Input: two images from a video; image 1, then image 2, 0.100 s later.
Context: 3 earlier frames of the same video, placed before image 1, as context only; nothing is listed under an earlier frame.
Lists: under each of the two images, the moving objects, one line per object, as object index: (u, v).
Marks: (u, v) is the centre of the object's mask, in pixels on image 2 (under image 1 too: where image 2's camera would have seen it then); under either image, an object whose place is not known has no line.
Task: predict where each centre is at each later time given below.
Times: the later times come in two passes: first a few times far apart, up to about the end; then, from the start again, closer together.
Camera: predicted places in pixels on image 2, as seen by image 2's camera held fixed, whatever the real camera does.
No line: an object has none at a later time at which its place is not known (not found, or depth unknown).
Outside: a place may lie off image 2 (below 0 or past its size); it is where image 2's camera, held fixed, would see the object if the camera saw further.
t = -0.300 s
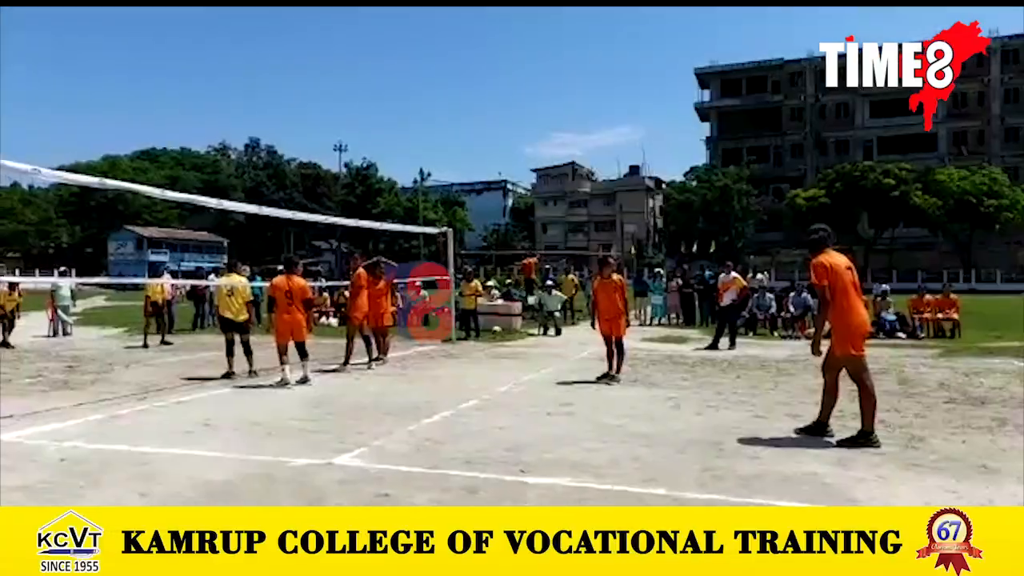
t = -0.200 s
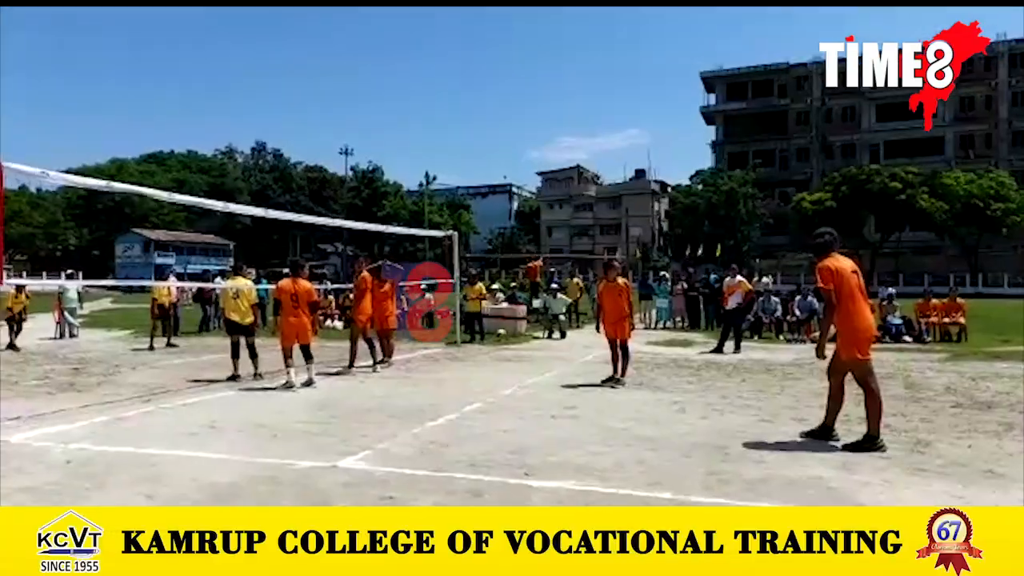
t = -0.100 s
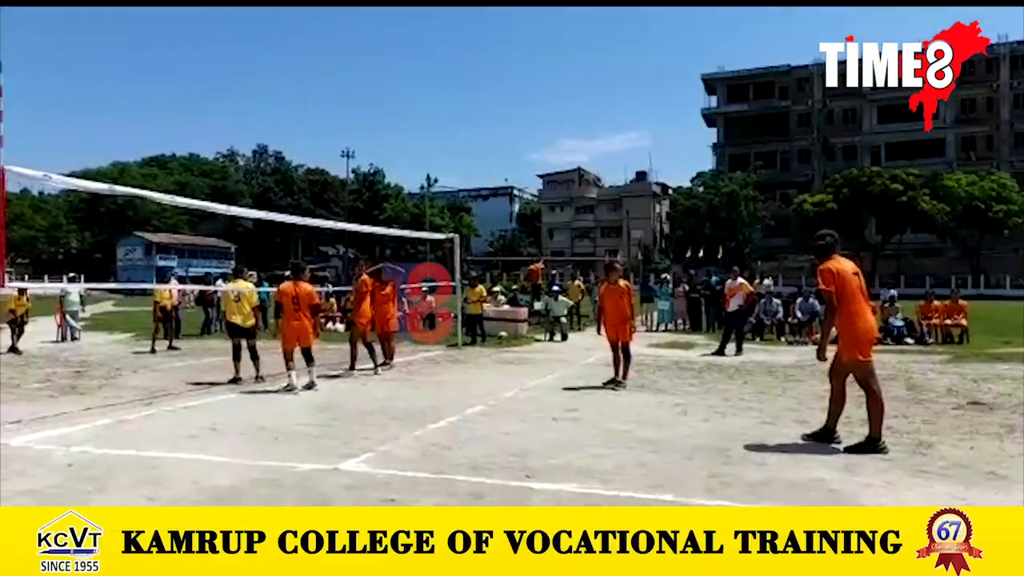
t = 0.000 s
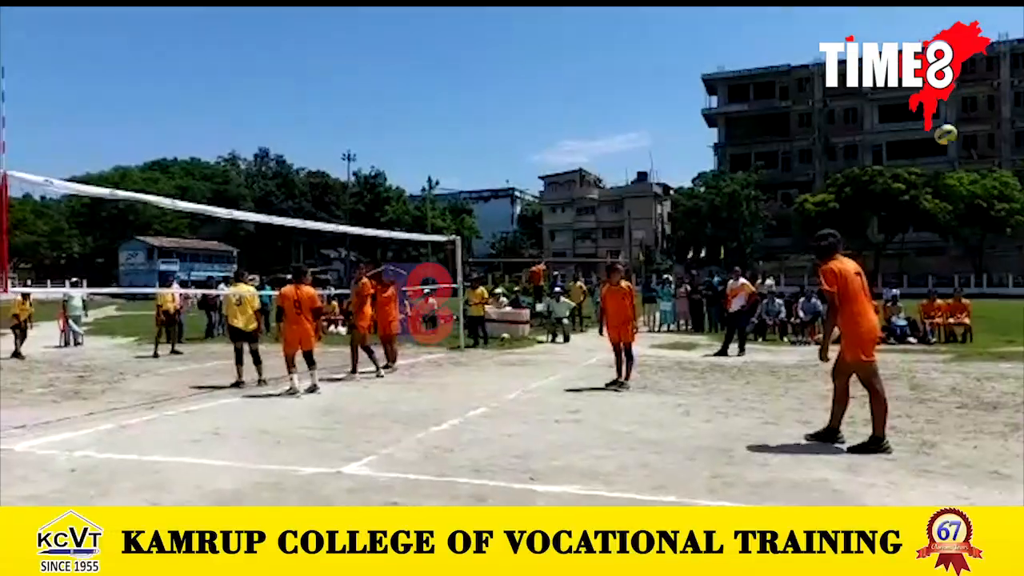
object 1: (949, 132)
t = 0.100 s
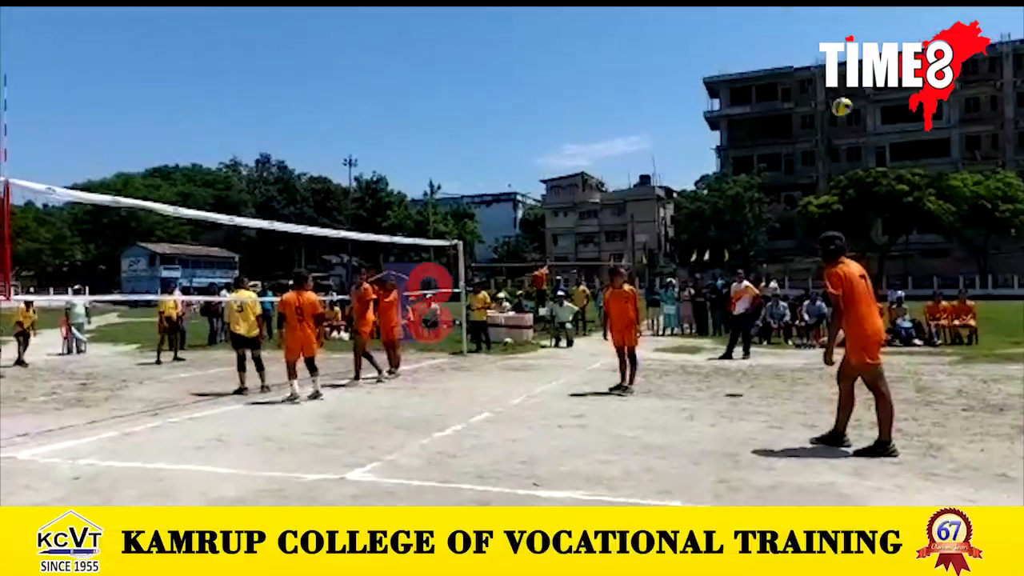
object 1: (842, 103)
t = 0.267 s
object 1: (691, 83)
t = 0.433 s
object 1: (567, 89)
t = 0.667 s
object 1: (430, 127)
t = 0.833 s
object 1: (353, 170)
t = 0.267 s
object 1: (691, 83)
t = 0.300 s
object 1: (663, 82)
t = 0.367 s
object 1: (613, 83)
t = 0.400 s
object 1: (590, 86)
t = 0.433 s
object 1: (567, 89)
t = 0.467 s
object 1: (545, 93)
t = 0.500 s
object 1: (524, 97)
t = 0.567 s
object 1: (484, 107)
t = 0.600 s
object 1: (465, 113)
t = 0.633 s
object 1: (447, 119)
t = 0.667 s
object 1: (430, 127)
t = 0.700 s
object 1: (412, 134)
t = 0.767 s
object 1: (381, 151)
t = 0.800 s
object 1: (367, 161)
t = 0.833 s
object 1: (353, 170)
